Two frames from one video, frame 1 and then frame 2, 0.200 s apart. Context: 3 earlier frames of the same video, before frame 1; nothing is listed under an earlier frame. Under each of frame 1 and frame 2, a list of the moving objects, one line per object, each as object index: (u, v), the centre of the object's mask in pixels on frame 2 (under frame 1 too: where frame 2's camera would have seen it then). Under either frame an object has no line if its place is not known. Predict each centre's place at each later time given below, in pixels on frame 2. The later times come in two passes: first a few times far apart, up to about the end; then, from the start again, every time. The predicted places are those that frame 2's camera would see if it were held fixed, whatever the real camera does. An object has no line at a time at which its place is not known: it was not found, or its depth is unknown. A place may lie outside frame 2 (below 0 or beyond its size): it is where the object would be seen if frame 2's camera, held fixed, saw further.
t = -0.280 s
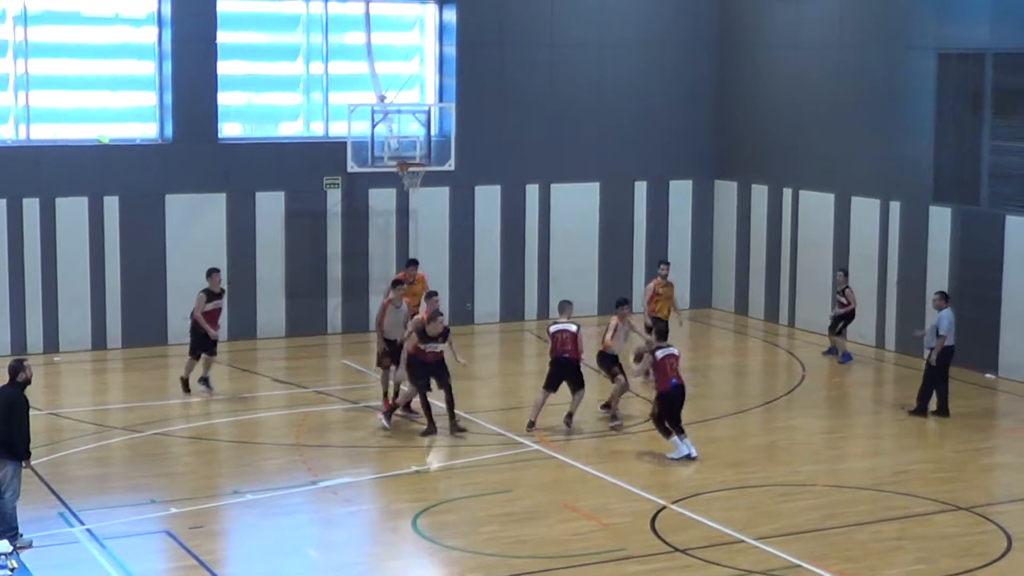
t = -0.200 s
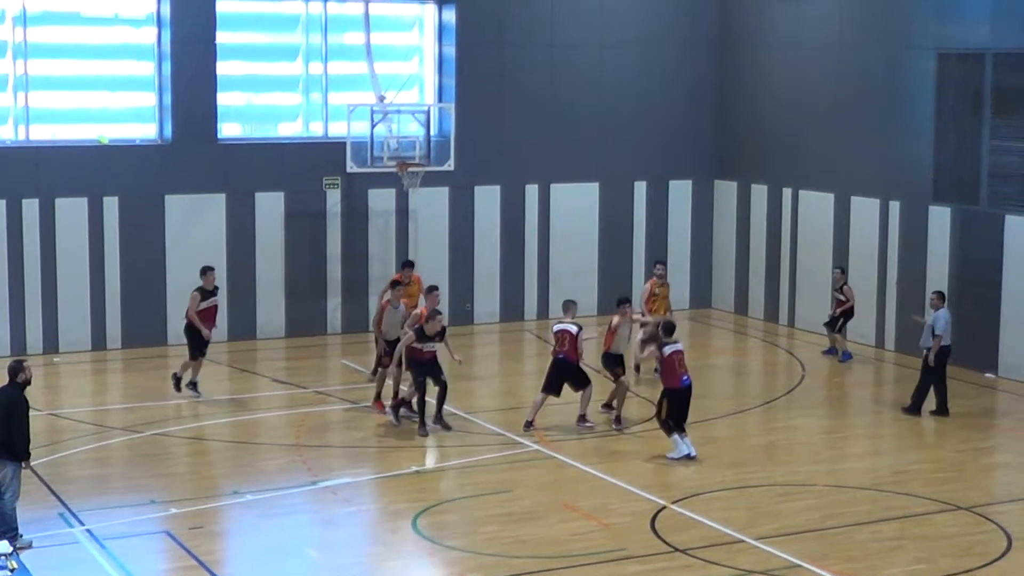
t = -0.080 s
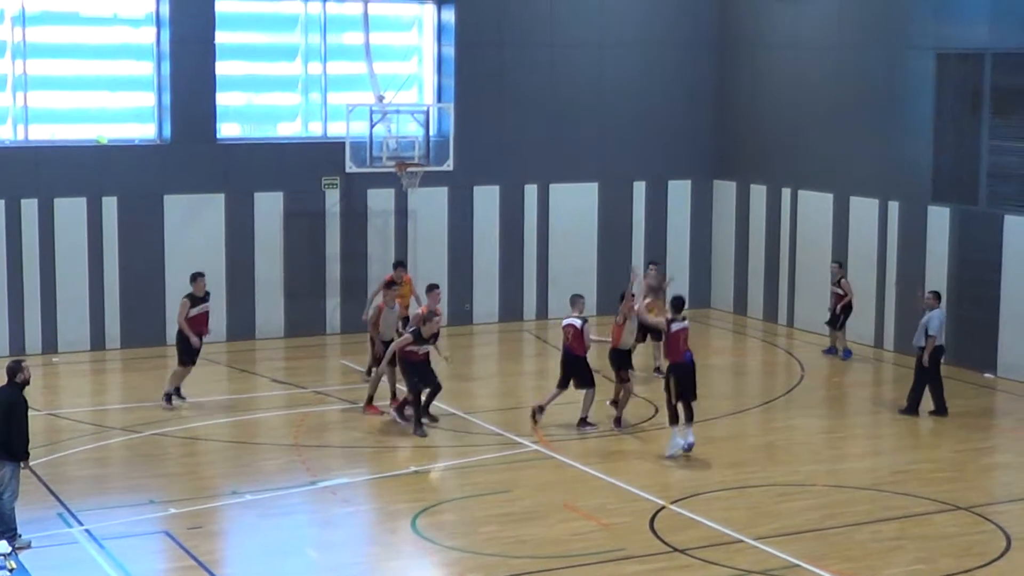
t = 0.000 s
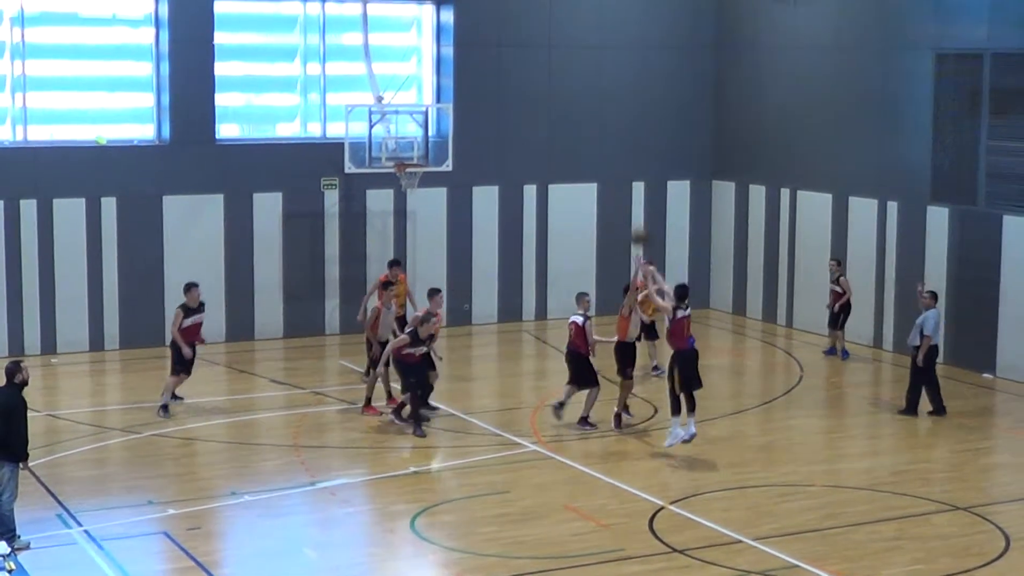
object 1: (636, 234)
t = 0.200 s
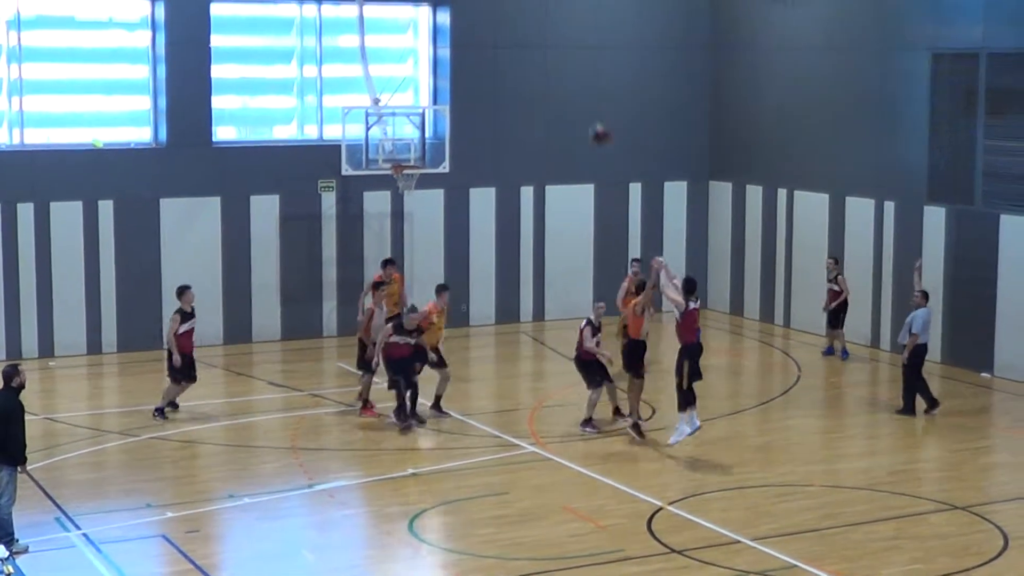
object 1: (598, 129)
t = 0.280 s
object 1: (584, 99)
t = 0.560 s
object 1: (538, 36)
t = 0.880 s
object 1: (485, 37)
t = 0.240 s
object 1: (591, 113)
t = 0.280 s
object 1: (584, 99)
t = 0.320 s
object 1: (577, 86)
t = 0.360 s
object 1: (569, 74)
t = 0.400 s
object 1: (563, 64)
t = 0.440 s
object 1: (556, 55)
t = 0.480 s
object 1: (550, 47)
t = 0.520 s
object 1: (543, 41)
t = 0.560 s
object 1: (538, 36)
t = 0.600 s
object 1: (530, 32)
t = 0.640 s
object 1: (523, 29)
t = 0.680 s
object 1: (517, 28)
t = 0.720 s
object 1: (510, 27)
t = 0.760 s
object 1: (504, 28)
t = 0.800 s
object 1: (499, 31)
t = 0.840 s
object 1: (492, 34)
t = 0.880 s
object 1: (485, 37)
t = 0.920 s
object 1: (481, 42)
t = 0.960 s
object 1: (475, 49)
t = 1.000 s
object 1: (469, 55)
